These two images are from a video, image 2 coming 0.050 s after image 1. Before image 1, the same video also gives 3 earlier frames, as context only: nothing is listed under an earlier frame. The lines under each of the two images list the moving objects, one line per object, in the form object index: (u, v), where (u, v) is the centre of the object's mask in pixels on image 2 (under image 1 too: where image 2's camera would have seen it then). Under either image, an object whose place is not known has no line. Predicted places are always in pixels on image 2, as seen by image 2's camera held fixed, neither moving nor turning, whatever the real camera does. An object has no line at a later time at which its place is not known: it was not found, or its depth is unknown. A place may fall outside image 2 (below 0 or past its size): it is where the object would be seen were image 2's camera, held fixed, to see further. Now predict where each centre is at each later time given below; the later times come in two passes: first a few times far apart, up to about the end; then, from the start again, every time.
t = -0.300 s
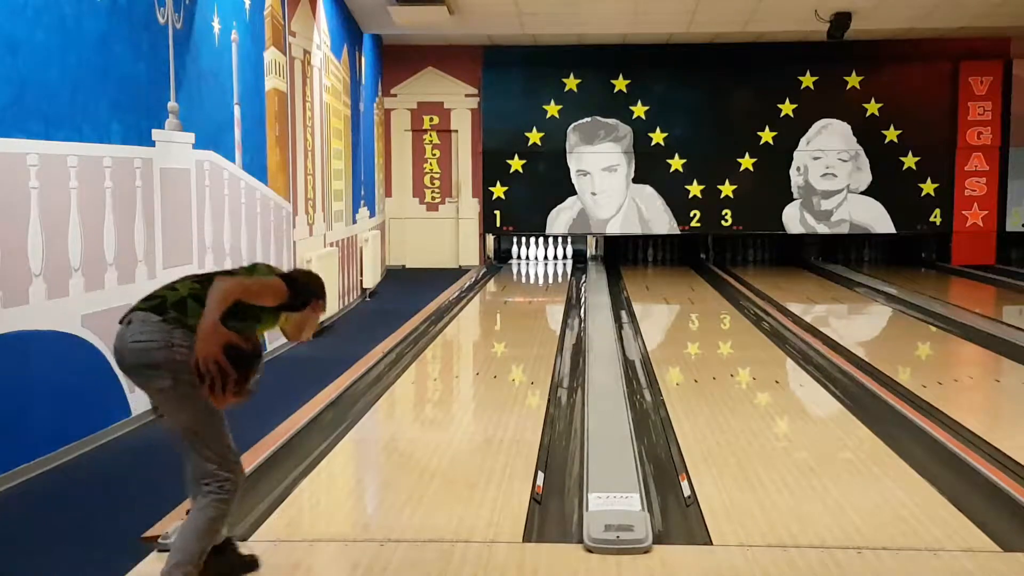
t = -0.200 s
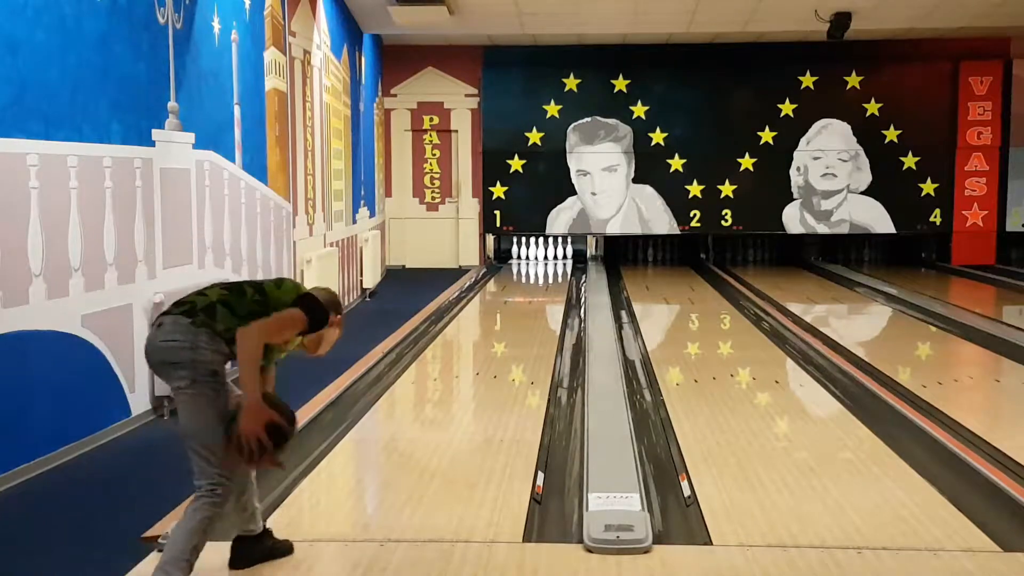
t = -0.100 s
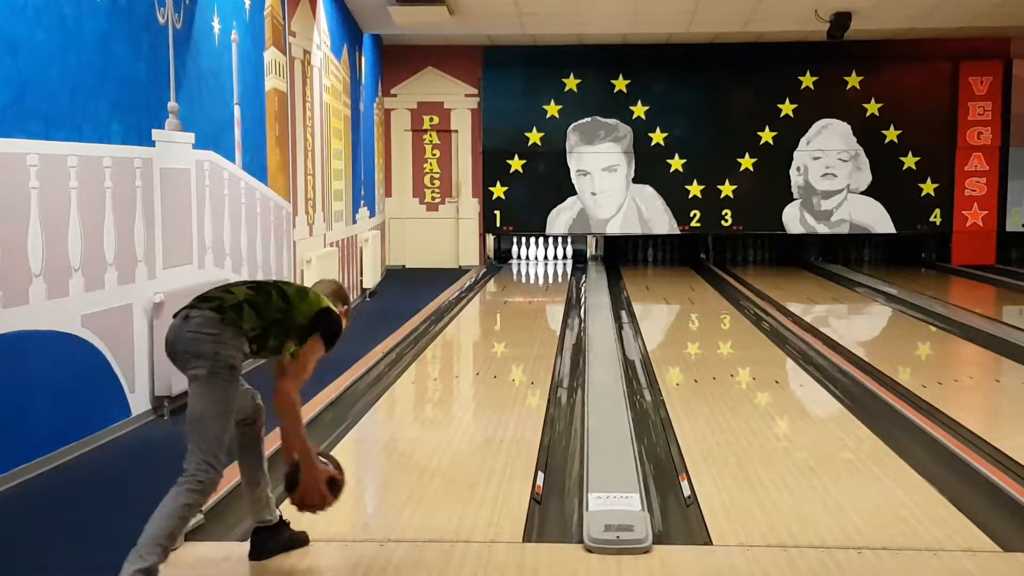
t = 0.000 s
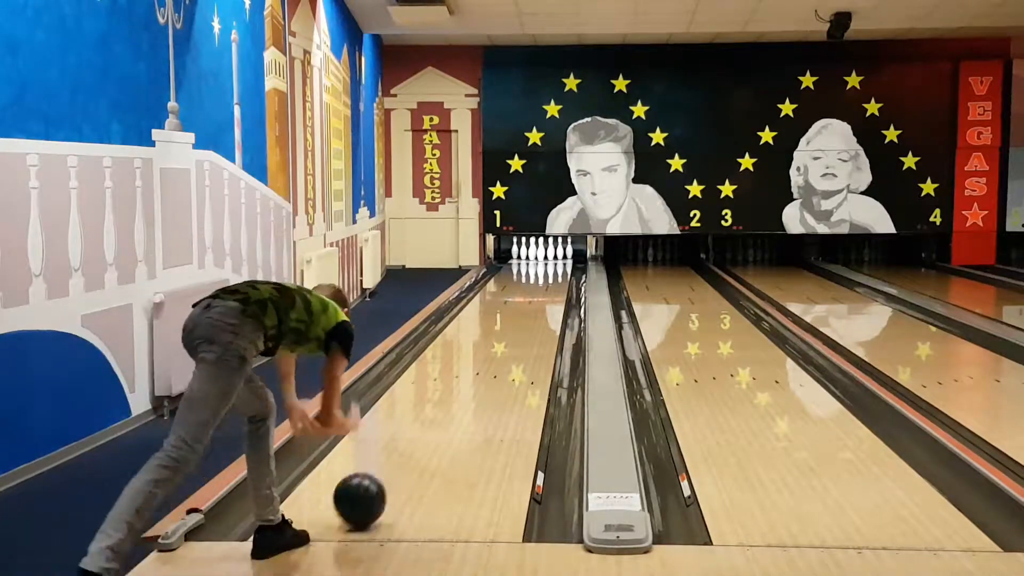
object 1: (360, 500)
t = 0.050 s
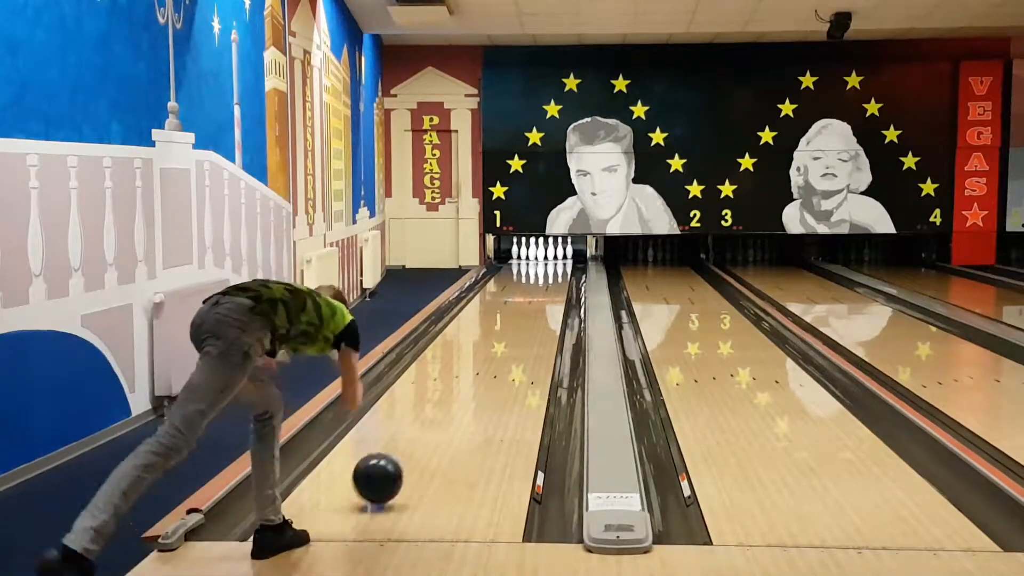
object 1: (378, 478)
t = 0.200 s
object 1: (422, 442)
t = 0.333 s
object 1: (452, 414)
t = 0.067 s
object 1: (383, 473)
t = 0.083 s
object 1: (389, 469)
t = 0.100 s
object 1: (394, 465)
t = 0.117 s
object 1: (399, 462)
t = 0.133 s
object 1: (404, 459)
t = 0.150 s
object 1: (409, 455)
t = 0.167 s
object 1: (413, 450)
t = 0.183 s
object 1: (417, 446)
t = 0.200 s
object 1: (422, 442)
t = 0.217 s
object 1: (426, 438)
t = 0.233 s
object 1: (430, 435)
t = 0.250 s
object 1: (434, 431)
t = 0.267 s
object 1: (438, 428)
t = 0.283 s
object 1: (442, 424)
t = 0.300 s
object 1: (445, 420)
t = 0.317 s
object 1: (449, 417)
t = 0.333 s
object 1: (452, 414)
